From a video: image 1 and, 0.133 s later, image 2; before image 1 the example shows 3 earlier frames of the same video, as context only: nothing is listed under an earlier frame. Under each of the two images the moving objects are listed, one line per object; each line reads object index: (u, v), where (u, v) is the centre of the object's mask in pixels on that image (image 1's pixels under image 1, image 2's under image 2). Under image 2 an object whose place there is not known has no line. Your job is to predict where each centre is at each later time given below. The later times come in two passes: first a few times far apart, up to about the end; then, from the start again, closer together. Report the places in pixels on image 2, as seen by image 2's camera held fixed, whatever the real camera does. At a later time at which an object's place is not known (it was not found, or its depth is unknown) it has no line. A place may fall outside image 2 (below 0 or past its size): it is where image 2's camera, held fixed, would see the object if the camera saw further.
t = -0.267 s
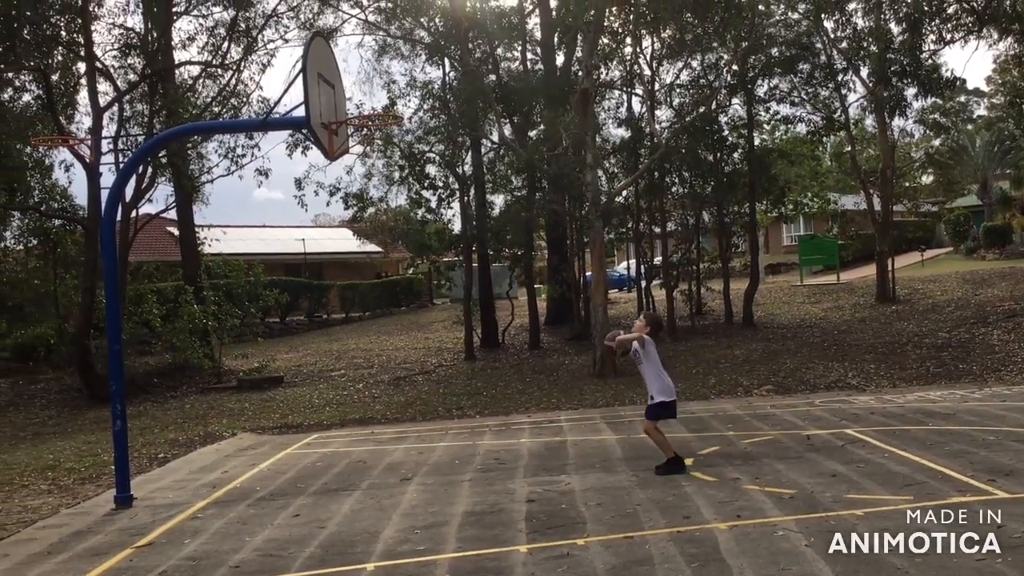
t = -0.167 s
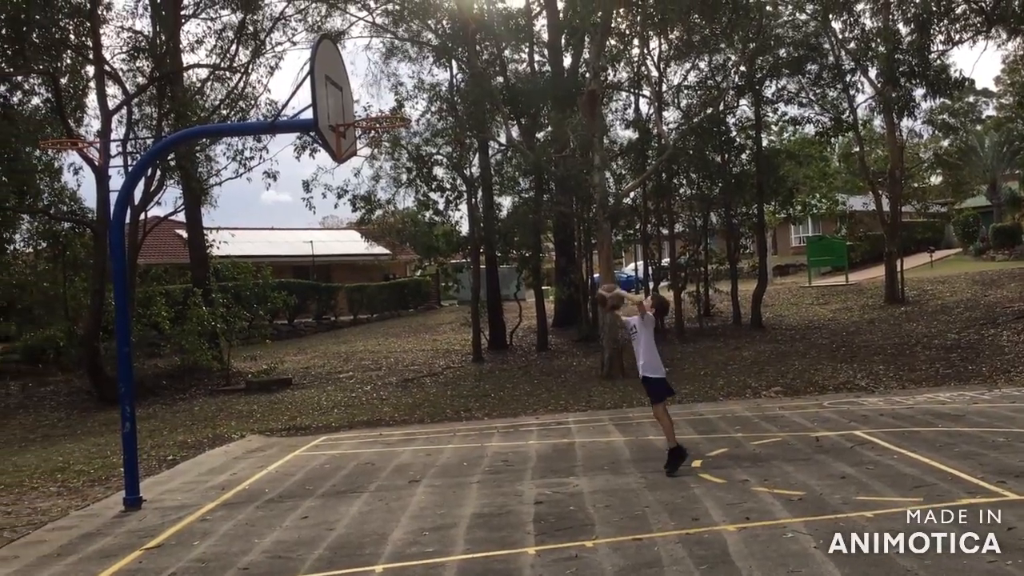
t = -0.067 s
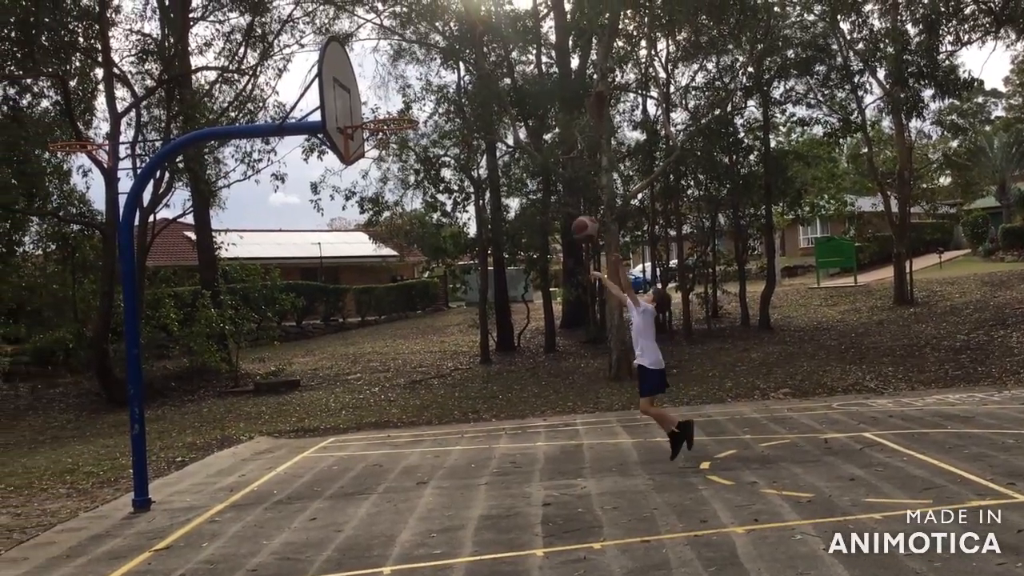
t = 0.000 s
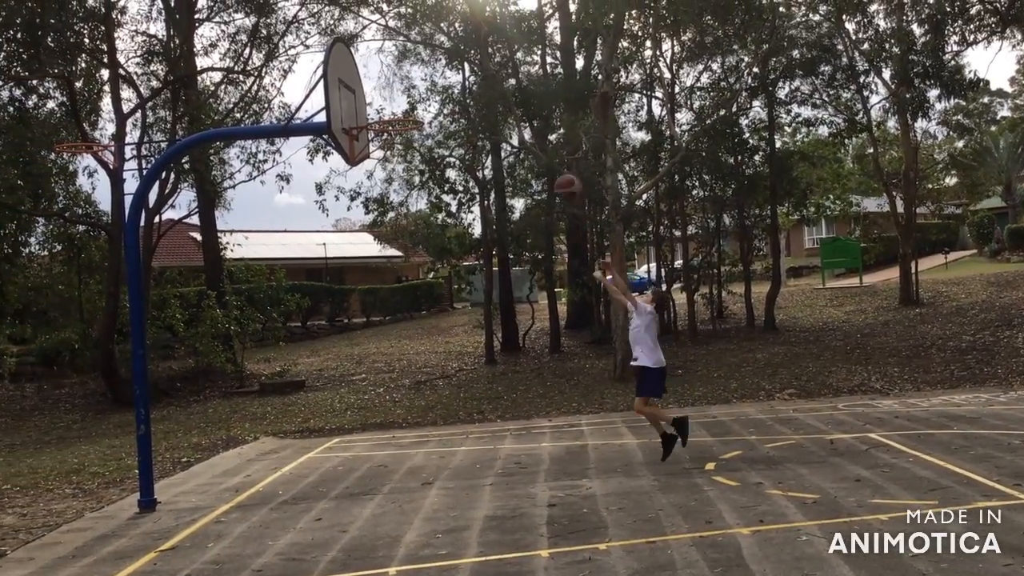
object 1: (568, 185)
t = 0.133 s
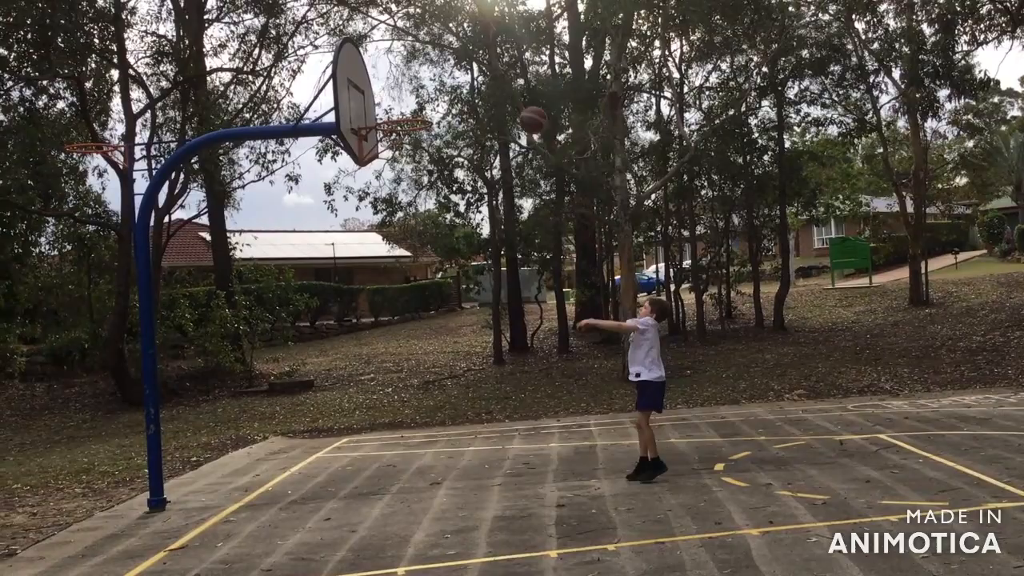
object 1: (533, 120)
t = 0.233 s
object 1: (502, 81)
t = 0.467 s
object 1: (431, 41)
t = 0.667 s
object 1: (372, 57)
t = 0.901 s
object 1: (406, 109)
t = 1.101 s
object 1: (446, 205)
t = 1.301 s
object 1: (491, 347)
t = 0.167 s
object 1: (522, 105)
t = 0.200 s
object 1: (511, 92)
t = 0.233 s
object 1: (502, 81)
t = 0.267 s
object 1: (491, 72)
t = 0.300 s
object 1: (481, 64)
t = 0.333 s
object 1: (472, 55)
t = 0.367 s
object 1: (461, 51)
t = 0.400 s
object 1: (452, 47)
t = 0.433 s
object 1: (441, 42)
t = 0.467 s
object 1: (431, 41)
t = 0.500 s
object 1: (421, 41)
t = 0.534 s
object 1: (411, 42)
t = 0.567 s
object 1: (401, 44)
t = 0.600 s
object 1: (390, 47)
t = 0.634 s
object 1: (381, 51)
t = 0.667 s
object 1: (372, 57)
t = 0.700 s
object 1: (365, 63)
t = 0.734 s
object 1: (371, 69)
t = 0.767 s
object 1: (378, 75)
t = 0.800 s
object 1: (384, 82)
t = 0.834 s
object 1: (391, 91)
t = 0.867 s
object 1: (398, 101)
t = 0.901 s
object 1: (406, 109)
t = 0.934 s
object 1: (415, 123)
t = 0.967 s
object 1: (419, 140)
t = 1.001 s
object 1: (425, 152)
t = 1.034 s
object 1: (432, 169)
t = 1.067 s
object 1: (439, 184)
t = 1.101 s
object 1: (446, 205)
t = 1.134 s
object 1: (455, 224)
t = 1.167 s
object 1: (460, 248)
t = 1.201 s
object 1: (468, 272)
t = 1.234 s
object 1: (474, 295)
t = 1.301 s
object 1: (491, 347)
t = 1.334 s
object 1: (498, 376)
